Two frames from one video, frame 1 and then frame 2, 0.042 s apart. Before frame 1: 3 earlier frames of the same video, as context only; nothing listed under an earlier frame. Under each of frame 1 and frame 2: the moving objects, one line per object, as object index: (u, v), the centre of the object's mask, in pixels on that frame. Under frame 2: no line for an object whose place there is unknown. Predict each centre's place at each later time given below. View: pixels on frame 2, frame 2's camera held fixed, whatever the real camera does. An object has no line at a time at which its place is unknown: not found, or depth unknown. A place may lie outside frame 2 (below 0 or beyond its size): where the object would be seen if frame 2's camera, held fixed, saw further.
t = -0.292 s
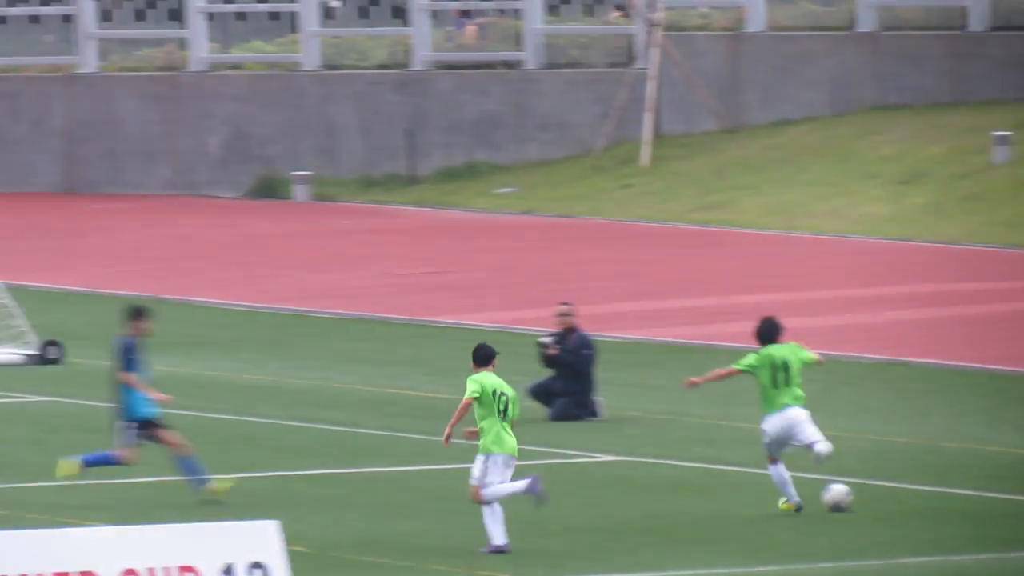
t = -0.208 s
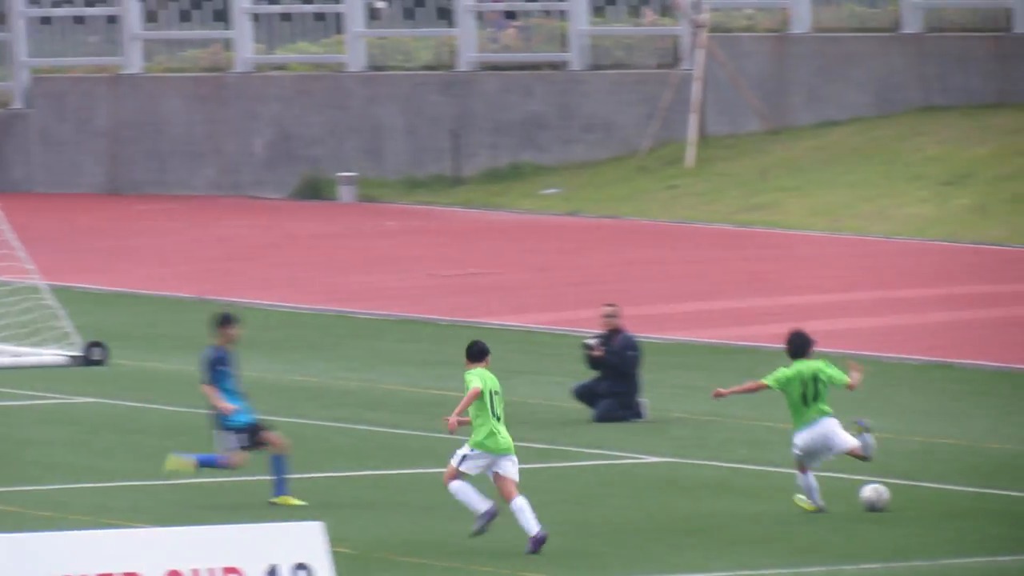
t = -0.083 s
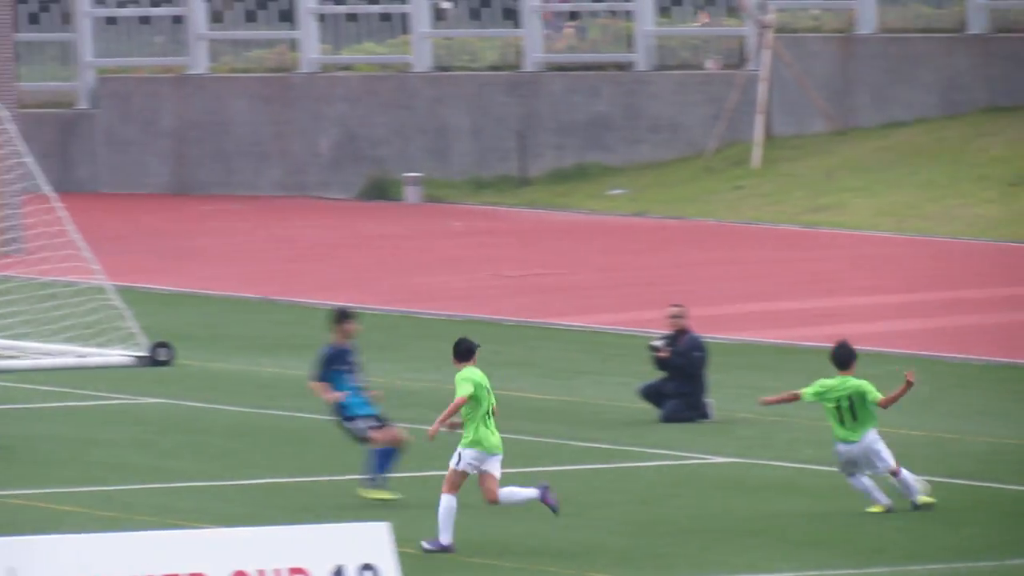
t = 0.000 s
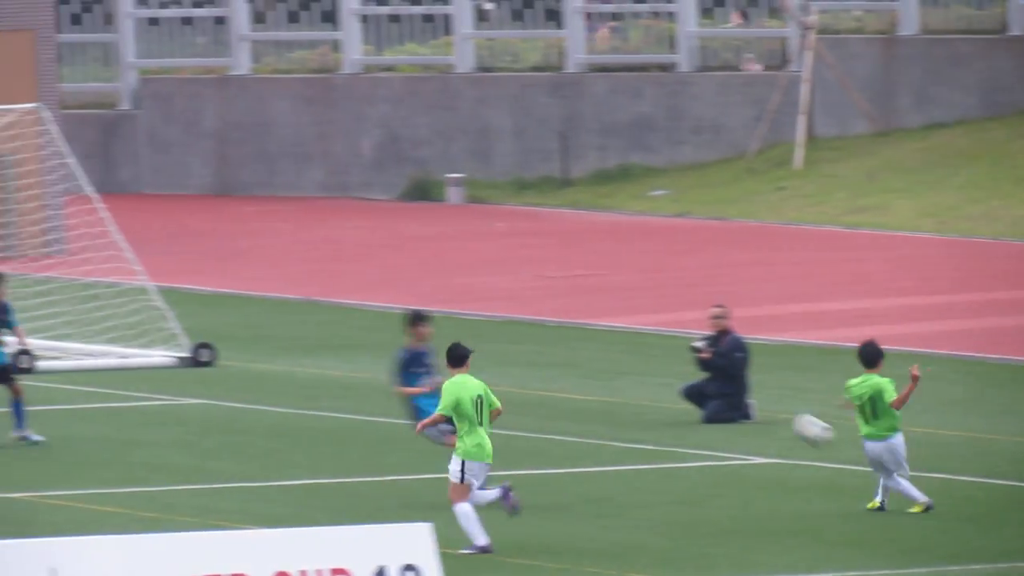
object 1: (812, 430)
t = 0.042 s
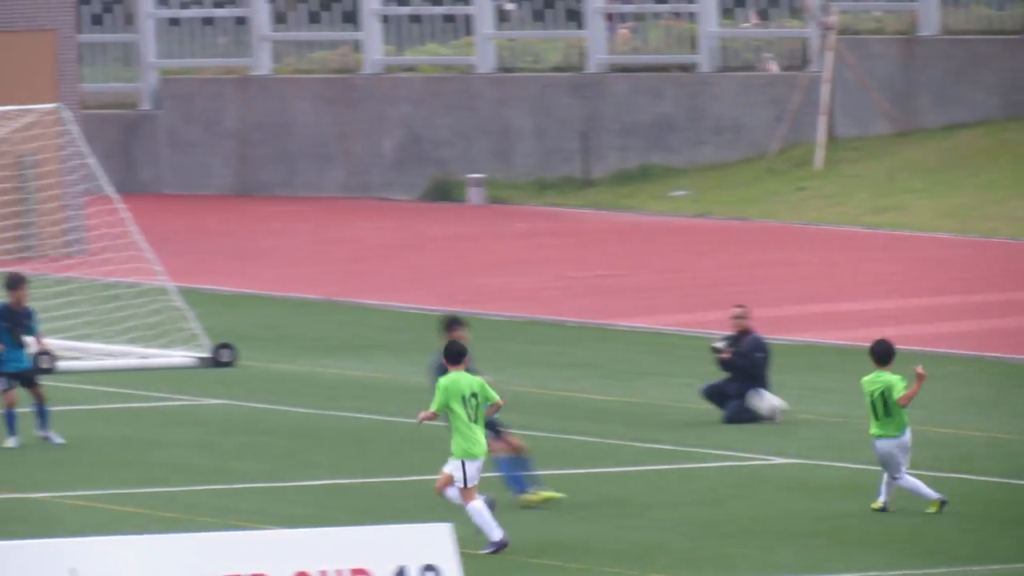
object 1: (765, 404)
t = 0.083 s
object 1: (702, 381)
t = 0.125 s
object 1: (638, 358)
